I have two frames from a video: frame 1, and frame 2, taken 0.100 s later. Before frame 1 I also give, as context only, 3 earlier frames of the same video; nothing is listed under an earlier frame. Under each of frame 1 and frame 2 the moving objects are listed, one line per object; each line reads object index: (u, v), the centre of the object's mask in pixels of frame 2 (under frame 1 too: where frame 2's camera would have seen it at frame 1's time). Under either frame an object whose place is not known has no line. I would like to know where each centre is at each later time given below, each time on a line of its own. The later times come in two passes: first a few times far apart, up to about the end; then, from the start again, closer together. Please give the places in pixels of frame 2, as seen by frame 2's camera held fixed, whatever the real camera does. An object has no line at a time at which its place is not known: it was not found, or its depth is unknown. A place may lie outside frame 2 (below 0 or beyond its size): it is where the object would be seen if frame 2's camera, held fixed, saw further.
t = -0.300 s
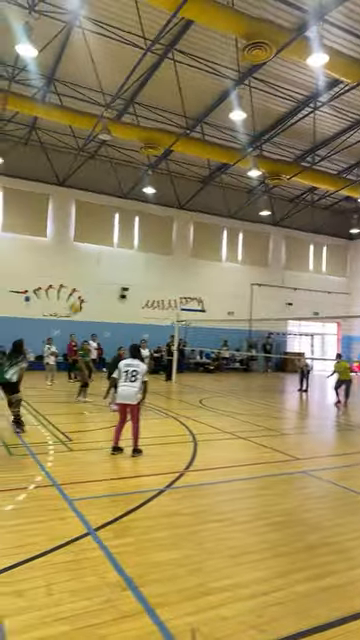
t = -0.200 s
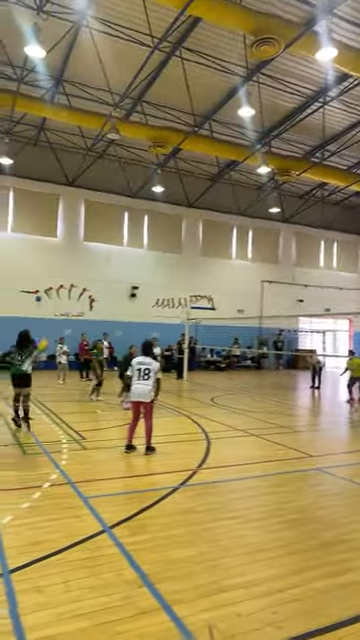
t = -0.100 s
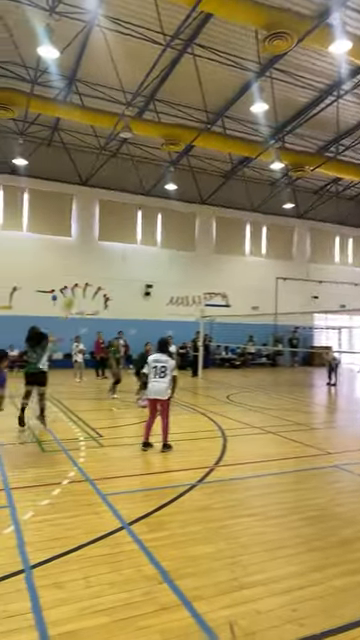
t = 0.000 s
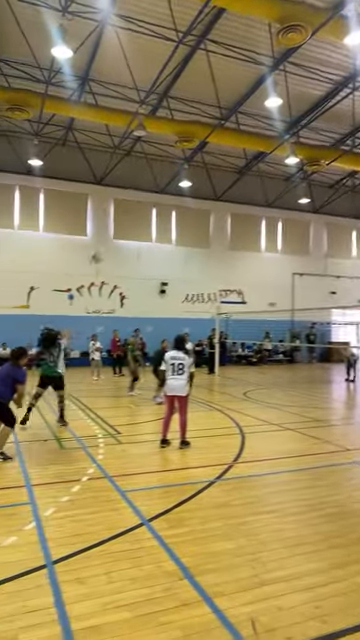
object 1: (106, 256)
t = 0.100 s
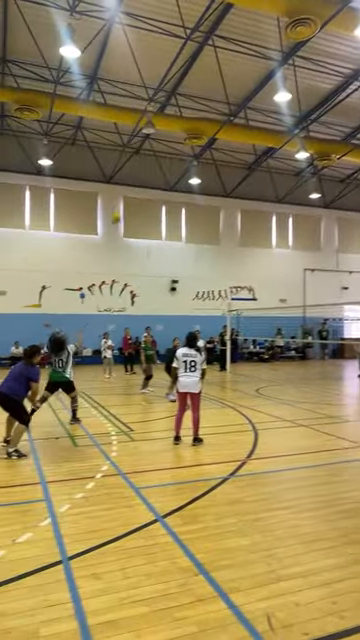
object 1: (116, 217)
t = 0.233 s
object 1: (128, 175)
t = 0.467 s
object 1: (145, 128)
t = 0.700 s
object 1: (163, 112)
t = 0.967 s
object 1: (183, 126)
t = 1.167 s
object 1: (196, 161)
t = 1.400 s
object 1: (212, 224)
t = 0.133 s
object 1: (119, 205)
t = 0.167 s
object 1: (122, 196)
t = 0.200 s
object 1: (125, 184)
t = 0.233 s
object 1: (128, 175)
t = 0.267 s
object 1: (130, 167)
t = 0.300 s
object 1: (133, 159)
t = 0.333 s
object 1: (136, 151)
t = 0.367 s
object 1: (138, 145)
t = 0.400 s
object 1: (141, 139)
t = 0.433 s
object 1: (145, 133)
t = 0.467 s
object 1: (145, 128)
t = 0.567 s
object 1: (153, 118)
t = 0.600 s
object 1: (155, 116)
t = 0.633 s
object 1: (158, 113)
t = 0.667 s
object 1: (159, 112)
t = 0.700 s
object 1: (163, 112)
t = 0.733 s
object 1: (166, 112)
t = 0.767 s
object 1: (168, 112)
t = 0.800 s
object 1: (170, 113)
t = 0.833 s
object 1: (173, 115)
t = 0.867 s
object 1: (175, 116)
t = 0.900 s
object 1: (178, 119)
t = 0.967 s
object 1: (183, 126)
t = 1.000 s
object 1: (185, 132)
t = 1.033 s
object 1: (188, 136)
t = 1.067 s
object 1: (190, 141)
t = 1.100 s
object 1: (192, 146)
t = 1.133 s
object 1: (194, 153)
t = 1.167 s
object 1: (196, 161)
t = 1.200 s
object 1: (198, 168)
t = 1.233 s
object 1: (201, 175)
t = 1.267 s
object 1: (203, 186)
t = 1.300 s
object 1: (204, 193)
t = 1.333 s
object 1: (207, 203)
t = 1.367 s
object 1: (210, 210)
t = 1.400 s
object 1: (212, 224)
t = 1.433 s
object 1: (215, 235)
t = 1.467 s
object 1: (216, 246)
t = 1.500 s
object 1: (218, 259)
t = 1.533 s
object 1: (220, 271)
